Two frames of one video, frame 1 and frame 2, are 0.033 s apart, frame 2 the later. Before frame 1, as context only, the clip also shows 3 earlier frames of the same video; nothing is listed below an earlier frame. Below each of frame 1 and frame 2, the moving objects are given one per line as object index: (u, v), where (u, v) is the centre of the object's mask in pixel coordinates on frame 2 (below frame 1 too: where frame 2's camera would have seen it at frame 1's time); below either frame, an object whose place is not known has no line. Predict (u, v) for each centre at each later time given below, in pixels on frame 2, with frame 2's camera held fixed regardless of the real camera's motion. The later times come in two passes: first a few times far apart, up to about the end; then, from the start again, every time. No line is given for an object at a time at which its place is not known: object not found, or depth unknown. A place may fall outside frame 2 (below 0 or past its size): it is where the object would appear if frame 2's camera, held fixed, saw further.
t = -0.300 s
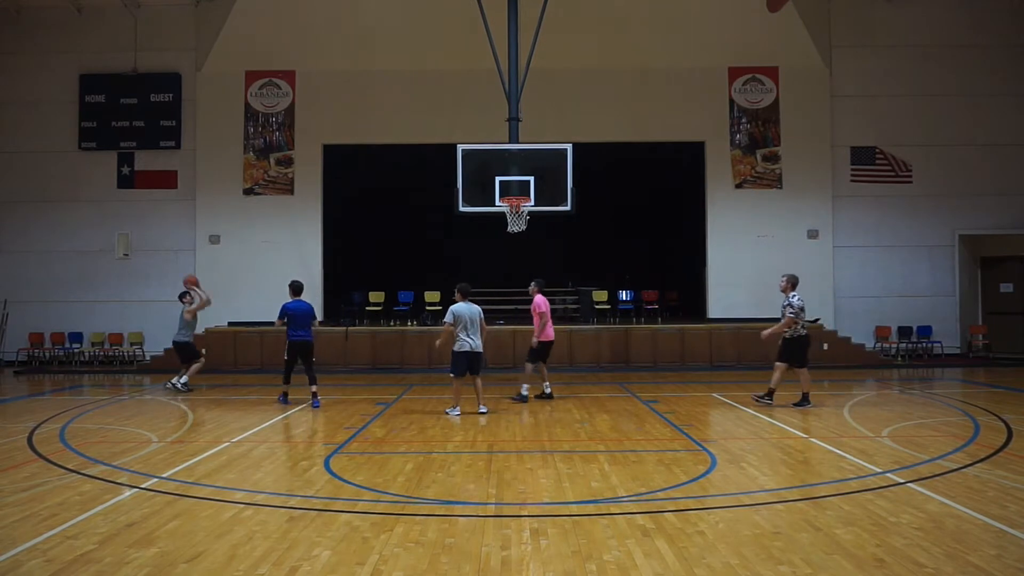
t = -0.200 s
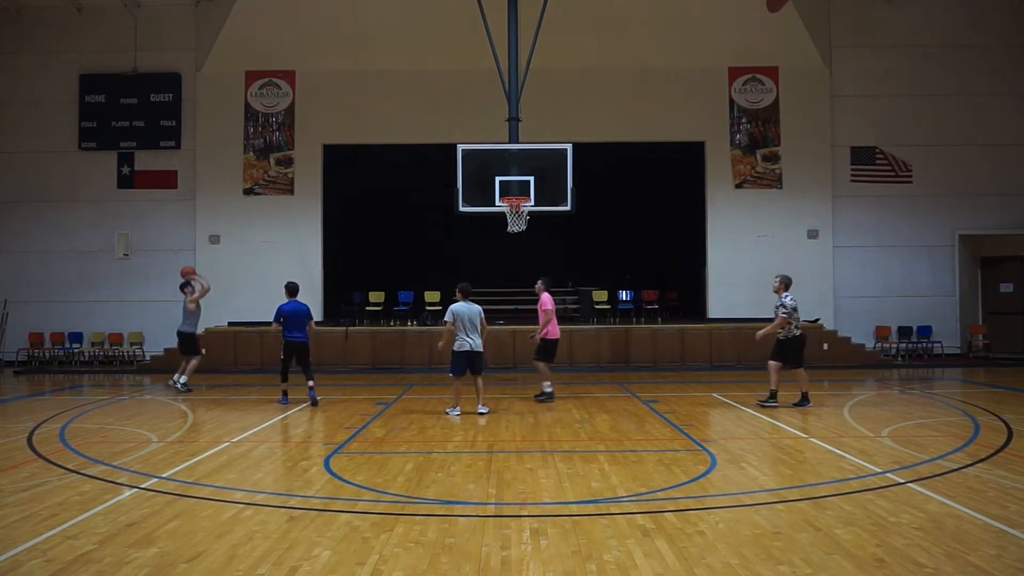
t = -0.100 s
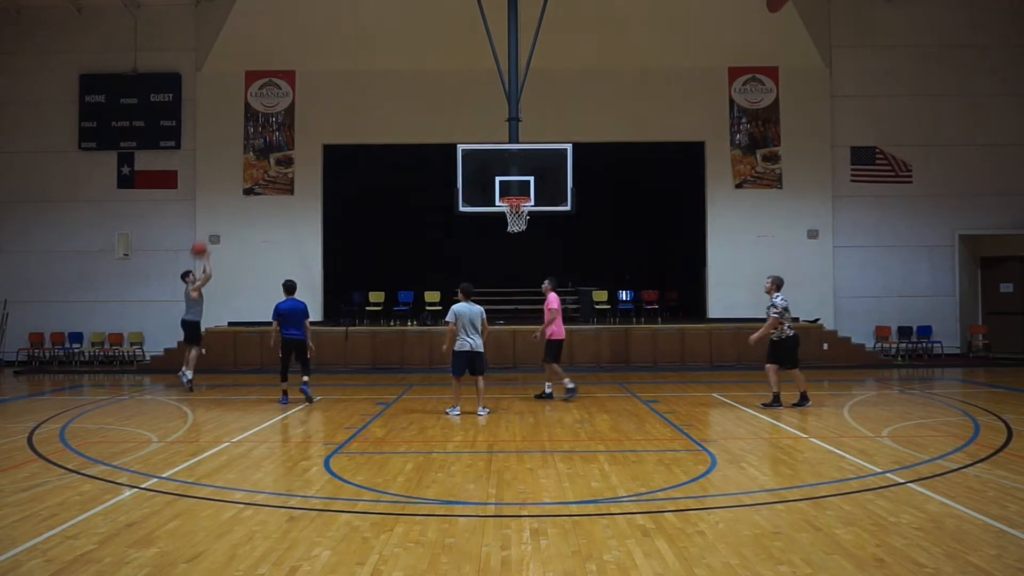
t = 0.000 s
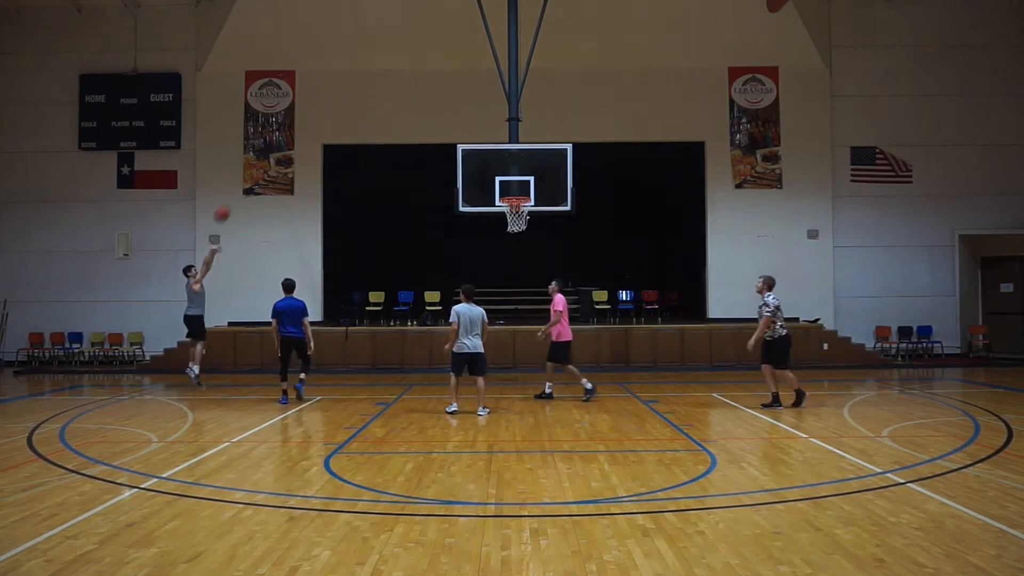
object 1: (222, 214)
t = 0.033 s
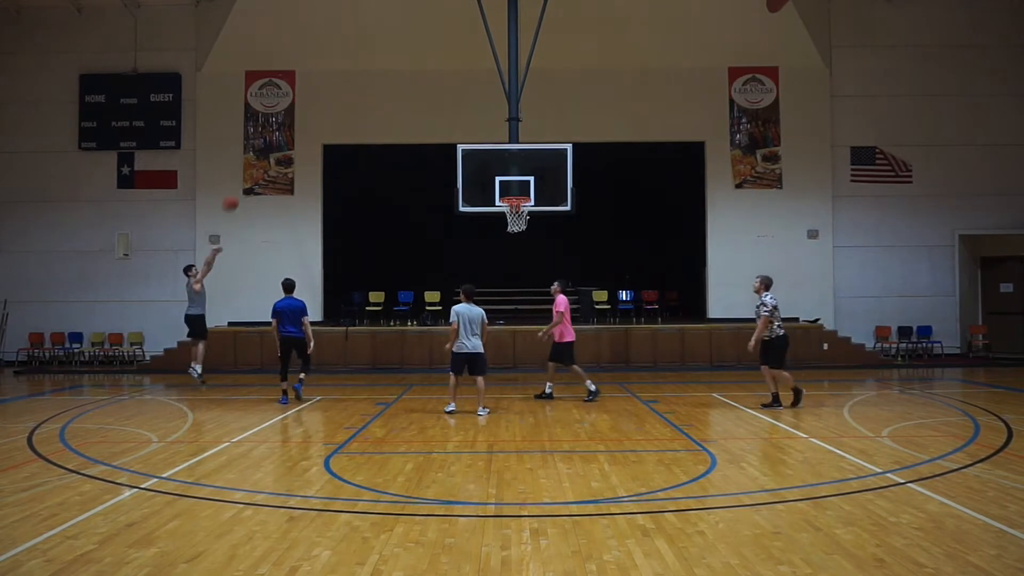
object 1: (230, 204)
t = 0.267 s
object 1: (292, 143)
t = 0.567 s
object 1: (373, 113)
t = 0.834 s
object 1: (445, 132)
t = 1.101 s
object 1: (519, 193)
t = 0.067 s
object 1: (239, 193)
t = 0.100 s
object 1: (248, 181)
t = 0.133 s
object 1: (257, 172)
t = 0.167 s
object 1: (266, 164)
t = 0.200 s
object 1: (274, 156)
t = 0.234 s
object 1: (283, 149)
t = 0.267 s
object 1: (292, 143)
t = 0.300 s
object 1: (301, 137)
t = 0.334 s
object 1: (310, 132)
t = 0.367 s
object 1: (319, 128)
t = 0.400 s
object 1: (328, 124)
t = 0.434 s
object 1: (337, 121)
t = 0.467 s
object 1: (346, 118)
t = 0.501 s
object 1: (355, 116)
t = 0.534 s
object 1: (364, 114)
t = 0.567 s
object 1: (373, 113)
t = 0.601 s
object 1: (381, 113)
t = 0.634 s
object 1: (390, 113)
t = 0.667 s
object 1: (400, 115)
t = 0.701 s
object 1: (409, 117)
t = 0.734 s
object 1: (418, 120)
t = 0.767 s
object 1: (427, 123)
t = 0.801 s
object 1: (436, 127)
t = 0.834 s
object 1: (445, 132)
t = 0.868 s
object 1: (454, 137)
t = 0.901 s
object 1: (464, 143)
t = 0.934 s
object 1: (474, 151)
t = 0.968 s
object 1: (483, 159)
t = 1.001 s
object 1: (492, 167)
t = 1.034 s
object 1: (501, 175)
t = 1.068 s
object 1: (511, 187)
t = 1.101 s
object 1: (519, 193)
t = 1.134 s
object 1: (520, 193)
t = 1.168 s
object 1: (519, 194)
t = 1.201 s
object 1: (512, 192)
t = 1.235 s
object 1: (506, 191)
